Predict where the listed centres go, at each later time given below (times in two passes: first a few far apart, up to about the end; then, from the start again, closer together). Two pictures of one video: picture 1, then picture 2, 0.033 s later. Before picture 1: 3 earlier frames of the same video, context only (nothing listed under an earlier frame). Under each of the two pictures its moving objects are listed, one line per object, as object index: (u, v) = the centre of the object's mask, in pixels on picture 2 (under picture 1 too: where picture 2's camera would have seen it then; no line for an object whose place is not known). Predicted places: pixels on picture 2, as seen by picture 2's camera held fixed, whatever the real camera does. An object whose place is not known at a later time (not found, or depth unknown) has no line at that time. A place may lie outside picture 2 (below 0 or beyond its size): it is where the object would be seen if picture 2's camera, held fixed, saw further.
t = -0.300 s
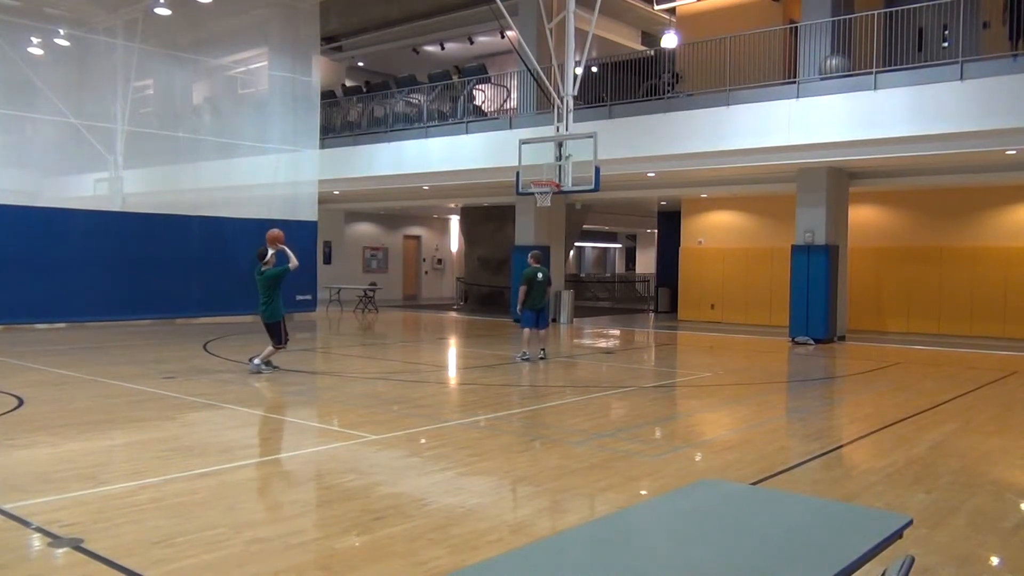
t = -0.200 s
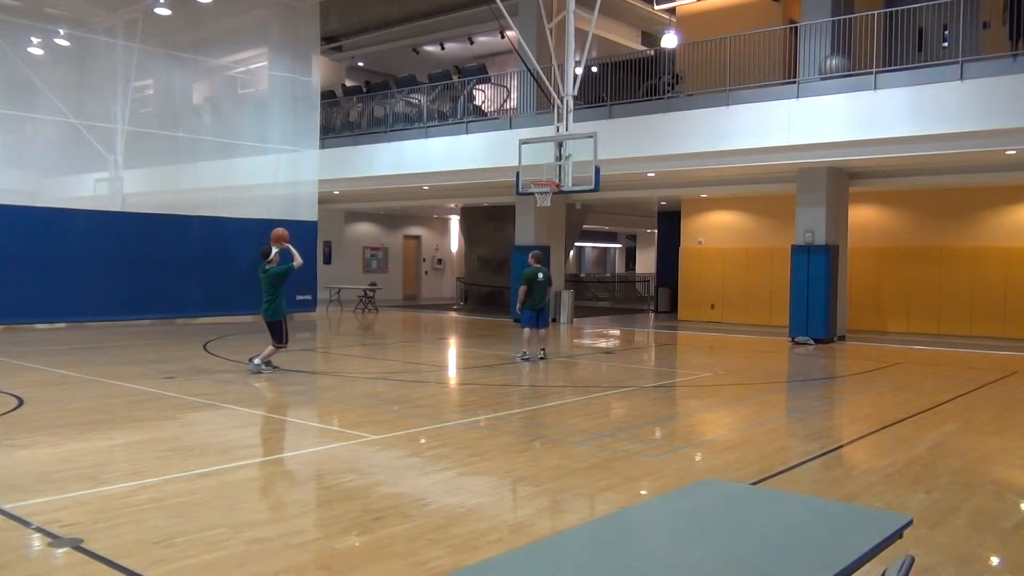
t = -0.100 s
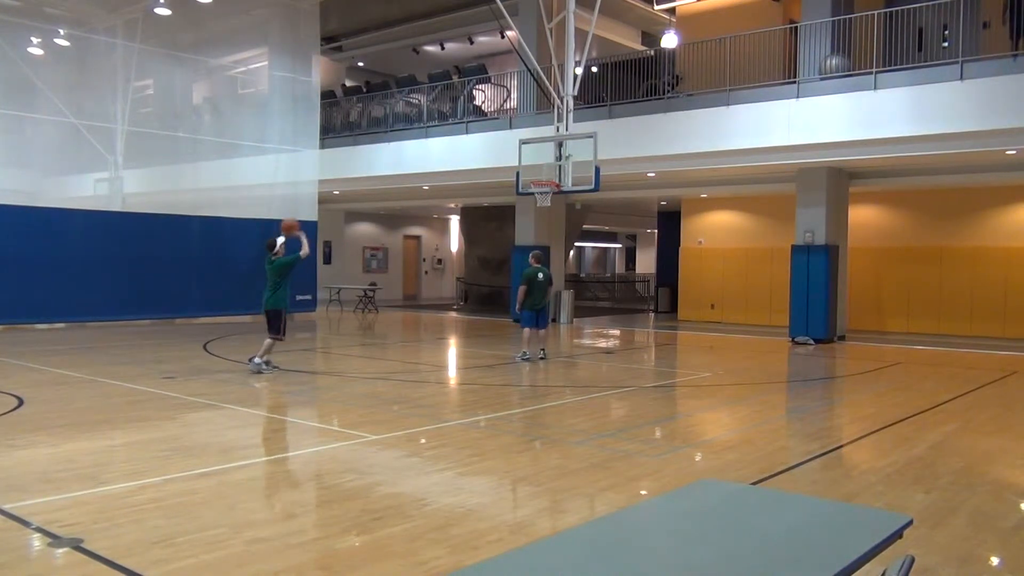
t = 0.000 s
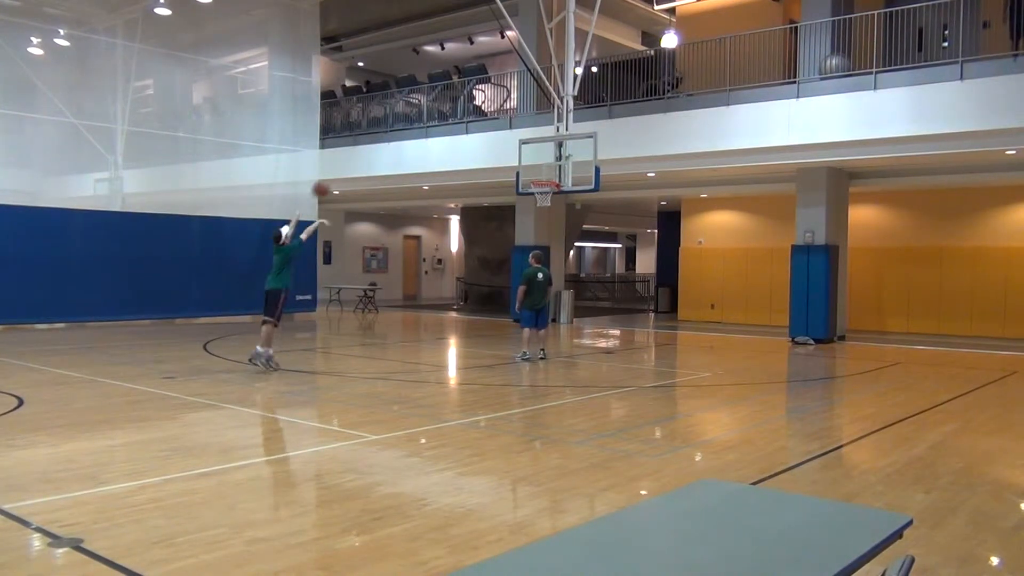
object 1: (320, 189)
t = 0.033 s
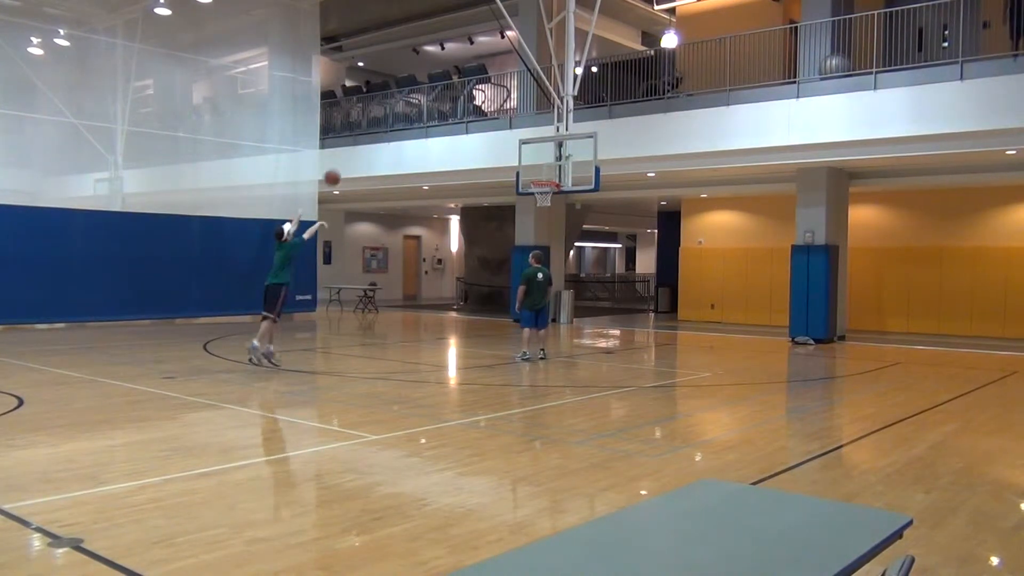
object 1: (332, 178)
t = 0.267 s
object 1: (401, 125)
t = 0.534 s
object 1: (463, 115)
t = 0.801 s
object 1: (514, 142)
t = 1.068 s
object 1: (531, 173)
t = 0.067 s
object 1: (343, 167)
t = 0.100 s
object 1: (353, 158)
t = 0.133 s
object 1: (363, 150)
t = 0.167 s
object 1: (374, 142)
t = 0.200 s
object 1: (383, 135)
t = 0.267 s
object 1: (401, 125)
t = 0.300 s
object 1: (409, 121)
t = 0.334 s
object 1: (417, 118)
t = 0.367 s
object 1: (425, 116)
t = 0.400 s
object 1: (435, 114)
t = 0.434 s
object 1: (442, 113)
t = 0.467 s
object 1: (449, 113)
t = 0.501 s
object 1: (456, 113)
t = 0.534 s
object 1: (463, 115)
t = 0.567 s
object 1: (469, 115)
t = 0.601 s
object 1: (477, 117)
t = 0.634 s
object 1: (483, 121)
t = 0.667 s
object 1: (490, 124)
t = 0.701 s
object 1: (496, 128)
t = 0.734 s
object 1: (502, 133)
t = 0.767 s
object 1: (508, 137)
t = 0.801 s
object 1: (514, 142)
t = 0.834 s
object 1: (520, 149)
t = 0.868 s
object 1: (526, 155)
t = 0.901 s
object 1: (531, 162)
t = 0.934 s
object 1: (537, 169)
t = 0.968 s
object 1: (542, 176)
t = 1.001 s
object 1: (540, 178)
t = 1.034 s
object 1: (535, 176)
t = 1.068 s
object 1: (531, 173)
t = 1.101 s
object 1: (526, 170)
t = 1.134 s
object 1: (522, 168)
